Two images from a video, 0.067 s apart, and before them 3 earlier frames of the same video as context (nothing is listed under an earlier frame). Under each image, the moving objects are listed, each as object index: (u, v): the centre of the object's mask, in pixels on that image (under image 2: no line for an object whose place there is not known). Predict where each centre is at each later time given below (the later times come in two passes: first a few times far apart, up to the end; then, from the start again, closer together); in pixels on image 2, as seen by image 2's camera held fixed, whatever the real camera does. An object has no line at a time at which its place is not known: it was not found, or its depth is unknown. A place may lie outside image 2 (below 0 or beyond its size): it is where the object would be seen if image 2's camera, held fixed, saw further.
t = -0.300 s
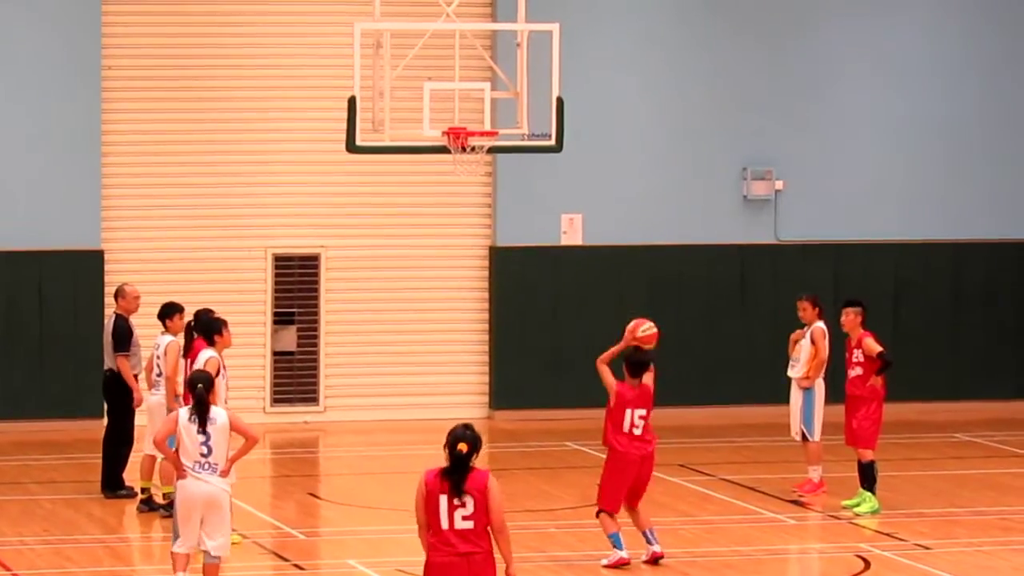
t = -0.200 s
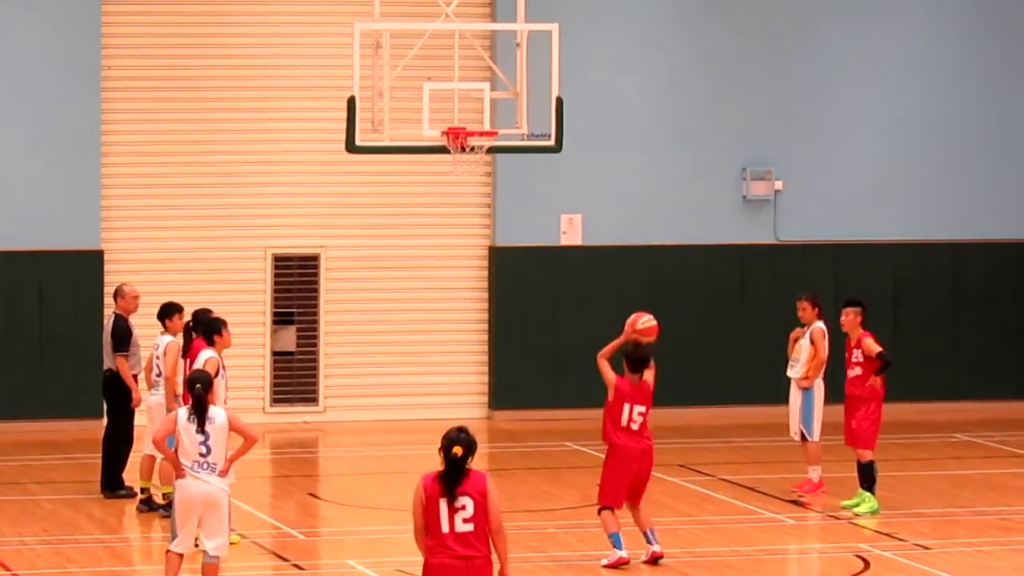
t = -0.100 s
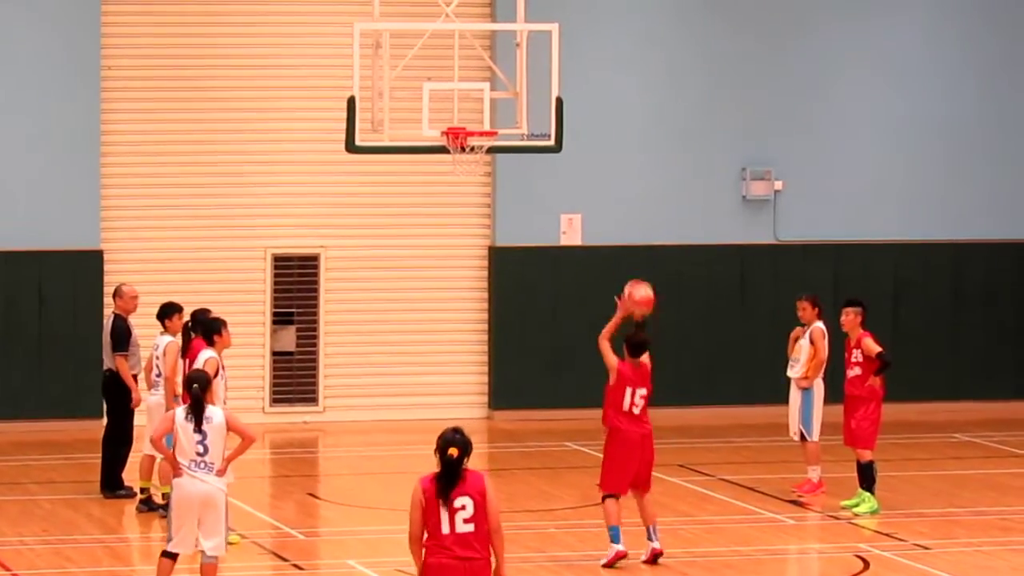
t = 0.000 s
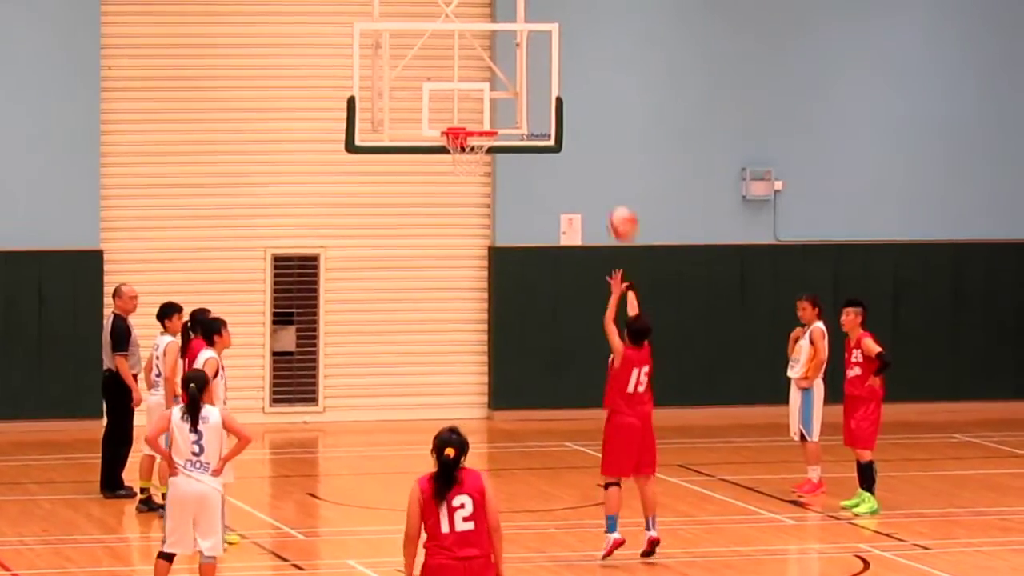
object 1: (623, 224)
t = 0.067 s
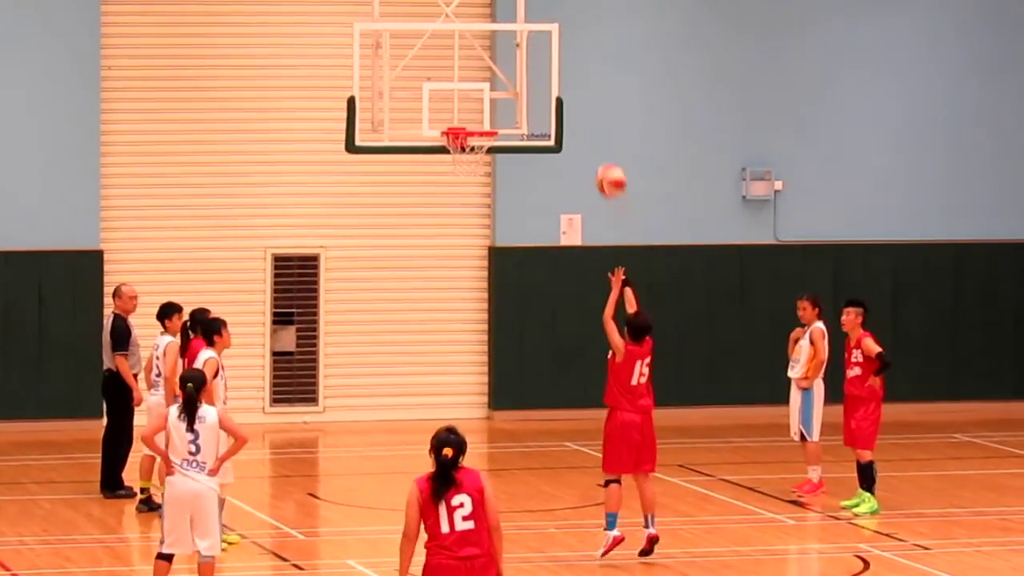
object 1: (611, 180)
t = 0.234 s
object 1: (581, 98)
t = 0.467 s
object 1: (542, 46)
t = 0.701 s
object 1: (505, 60)
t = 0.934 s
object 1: (471, 141)
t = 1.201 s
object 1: (452, 216)
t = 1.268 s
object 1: (450, 244)
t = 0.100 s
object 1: (605, 161)
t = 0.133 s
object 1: (599, 143)
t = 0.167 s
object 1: (593, 127)
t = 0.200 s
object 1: (587, 111)
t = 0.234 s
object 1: (581, 98)
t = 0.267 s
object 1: (575, 86)
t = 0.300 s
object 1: (570, 76)
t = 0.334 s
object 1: (565, 67)
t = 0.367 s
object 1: (559, 59)
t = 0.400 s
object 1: (553, 53)
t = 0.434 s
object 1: (547, 49)
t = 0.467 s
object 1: (542, 46)
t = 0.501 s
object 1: (537, 44)
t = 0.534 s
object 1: (531, 44)
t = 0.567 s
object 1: (526, 44)
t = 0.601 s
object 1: (521, 46)
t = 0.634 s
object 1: (515, 50)
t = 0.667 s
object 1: (511, 54)
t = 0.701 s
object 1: (505, 60)
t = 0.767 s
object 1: (495, 76)
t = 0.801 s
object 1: (490, 85)
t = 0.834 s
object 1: (485, 98)
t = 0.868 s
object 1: (480, 108)
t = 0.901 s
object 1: (475, 120)
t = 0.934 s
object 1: (471, 141)
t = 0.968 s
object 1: (465, 151)
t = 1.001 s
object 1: (462, 157)
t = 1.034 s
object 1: (461, 165)
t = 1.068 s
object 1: (459, 172)
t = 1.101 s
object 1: (457, 182)
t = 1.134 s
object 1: (457, 191)
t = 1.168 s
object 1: (455, 202)
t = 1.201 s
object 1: (452, 216)
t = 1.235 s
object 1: (451, 228)
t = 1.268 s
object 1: (450, 244)
